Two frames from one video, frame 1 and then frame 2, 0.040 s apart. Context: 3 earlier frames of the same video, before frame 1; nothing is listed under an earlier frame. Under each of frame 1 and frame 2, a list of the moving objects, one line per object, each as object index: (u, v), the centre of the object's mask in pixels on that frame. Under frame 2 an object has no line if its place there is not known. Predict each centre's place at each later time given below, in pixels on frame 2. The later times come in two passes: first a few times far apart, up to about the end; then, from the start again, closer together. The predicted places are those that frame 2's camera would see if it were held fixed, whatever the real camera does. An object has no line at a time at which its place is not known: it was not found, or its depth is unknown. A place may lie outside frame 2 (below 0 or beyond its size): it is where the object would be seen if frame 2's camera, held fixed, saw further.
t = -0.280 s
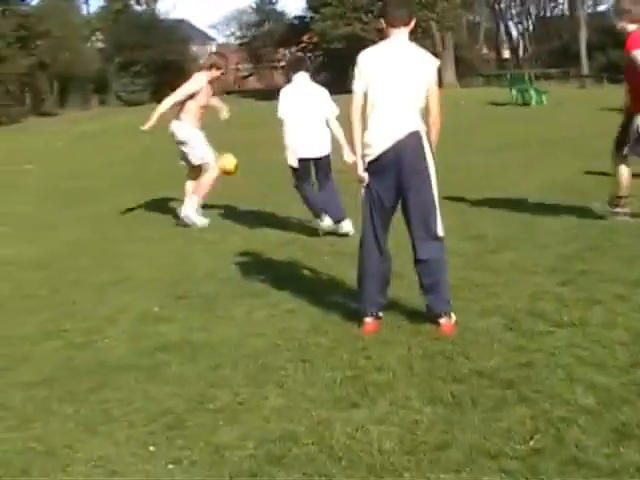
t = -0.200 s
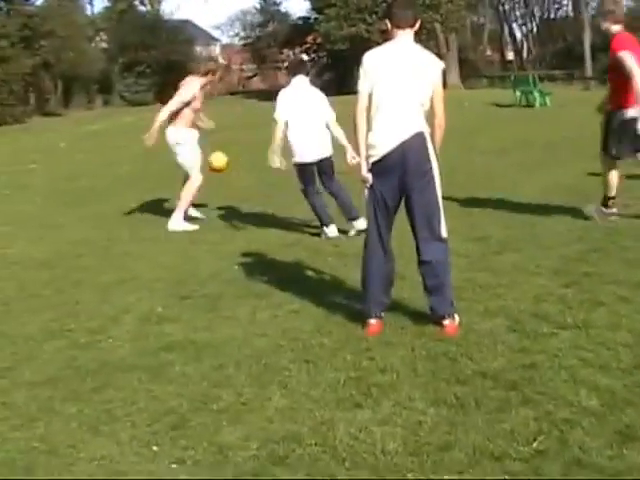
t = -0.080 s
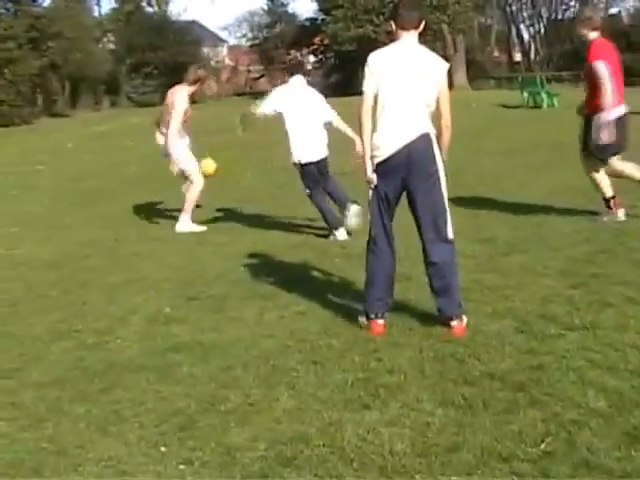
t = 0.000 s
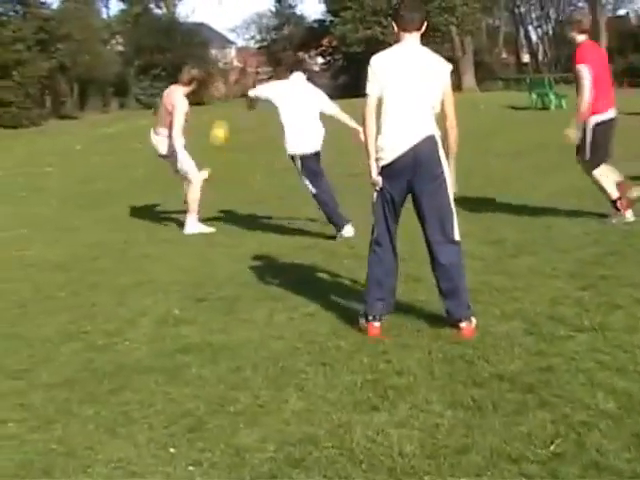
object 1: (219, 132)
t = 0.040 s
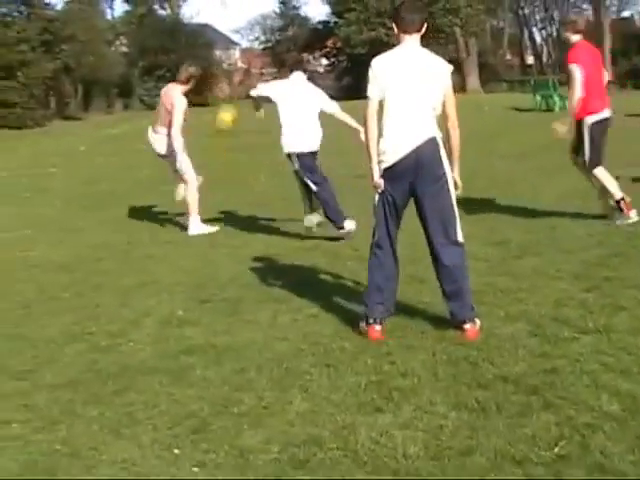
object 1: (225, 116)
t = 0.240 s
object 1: (244, 51)
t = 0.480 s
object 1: (268, 24)
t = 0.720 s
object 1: (293, 49)
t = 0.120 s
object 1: (233, 87)
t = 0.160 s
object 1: (237, 74)
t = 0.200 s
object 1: (244, 60)
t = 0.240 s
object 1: (244, 51)
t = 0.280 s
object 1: (249, 40)
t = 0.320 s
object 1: (252, 36)
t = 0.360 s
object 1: (255, 32)
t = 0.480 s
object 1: (268, 24)
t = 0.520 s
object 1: (271, 24)
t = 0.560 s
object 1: (275, 25)
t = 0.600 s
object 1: (279, 27)
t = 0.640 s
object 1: (284, 33)
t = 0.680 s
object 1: (289, 40)
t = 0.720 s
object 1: (293, 49)
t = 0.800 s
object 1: (301, 68)
